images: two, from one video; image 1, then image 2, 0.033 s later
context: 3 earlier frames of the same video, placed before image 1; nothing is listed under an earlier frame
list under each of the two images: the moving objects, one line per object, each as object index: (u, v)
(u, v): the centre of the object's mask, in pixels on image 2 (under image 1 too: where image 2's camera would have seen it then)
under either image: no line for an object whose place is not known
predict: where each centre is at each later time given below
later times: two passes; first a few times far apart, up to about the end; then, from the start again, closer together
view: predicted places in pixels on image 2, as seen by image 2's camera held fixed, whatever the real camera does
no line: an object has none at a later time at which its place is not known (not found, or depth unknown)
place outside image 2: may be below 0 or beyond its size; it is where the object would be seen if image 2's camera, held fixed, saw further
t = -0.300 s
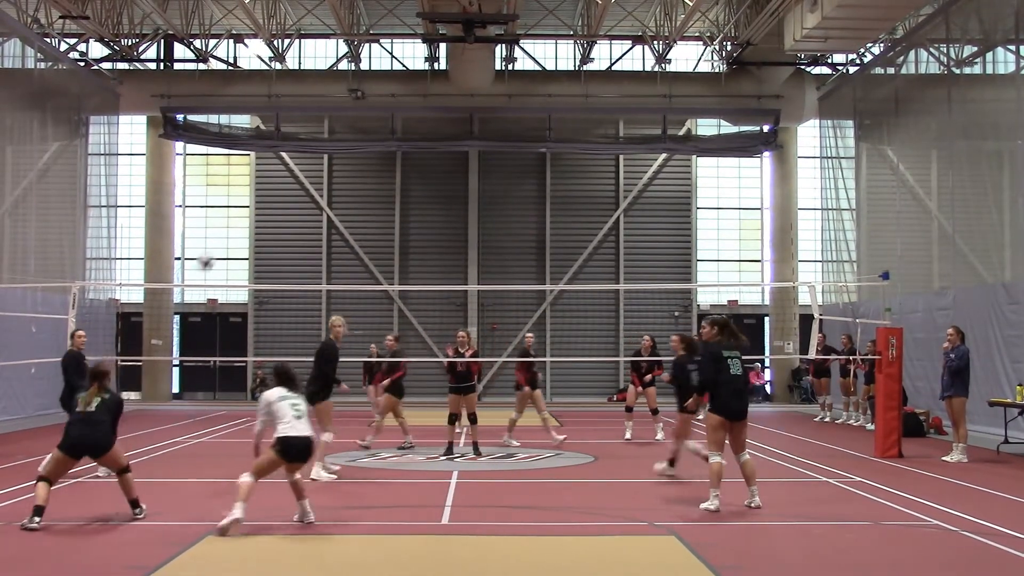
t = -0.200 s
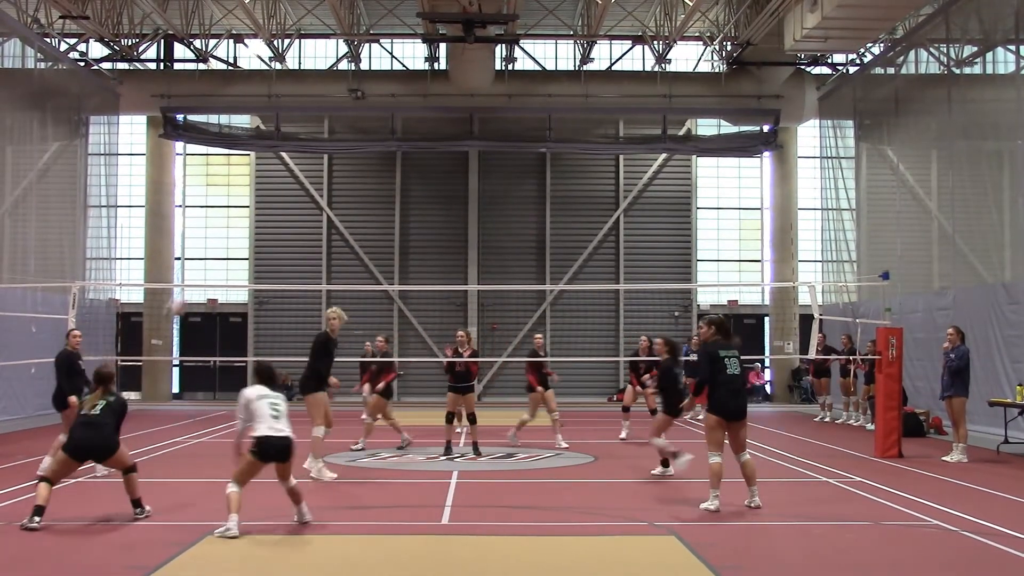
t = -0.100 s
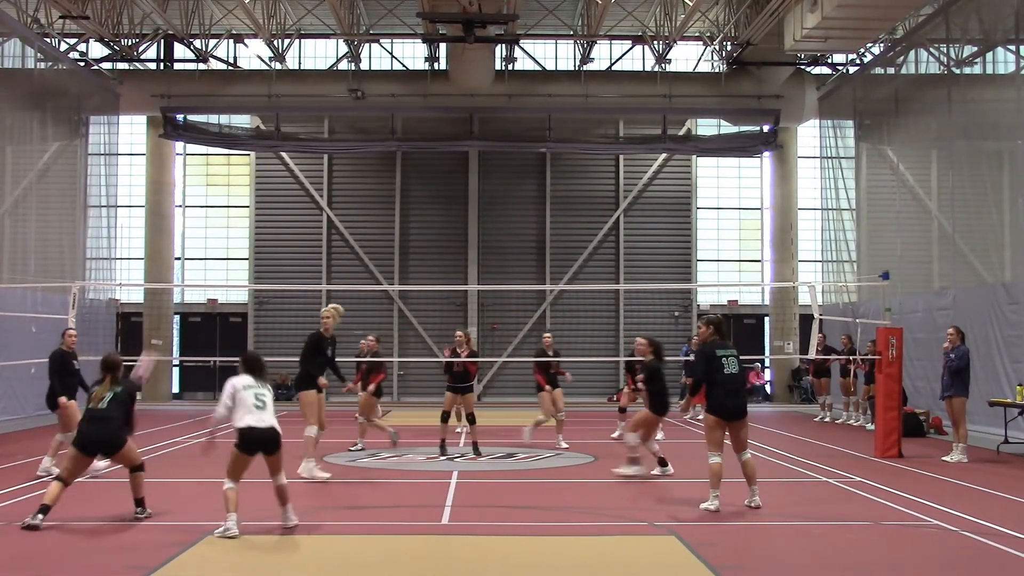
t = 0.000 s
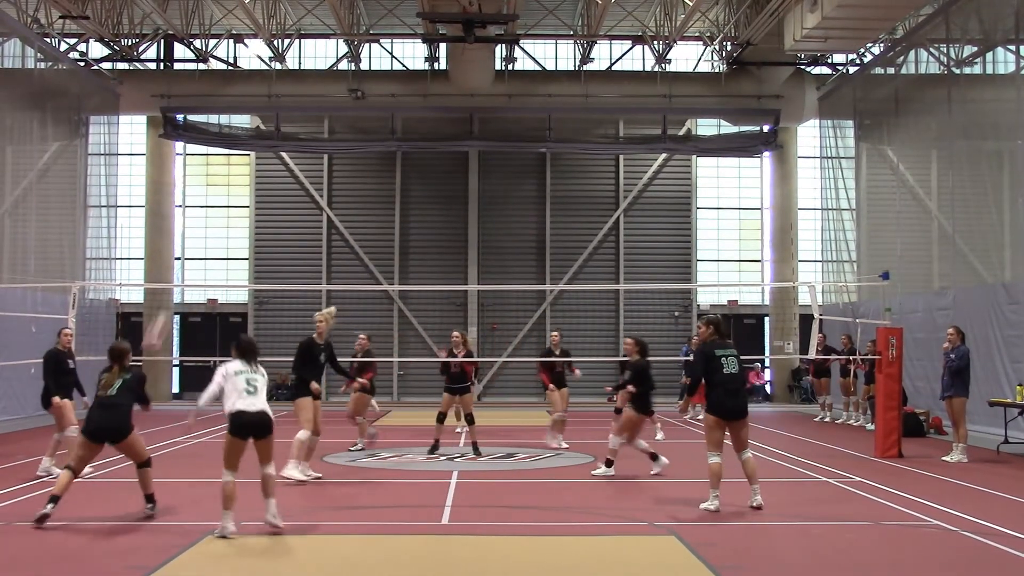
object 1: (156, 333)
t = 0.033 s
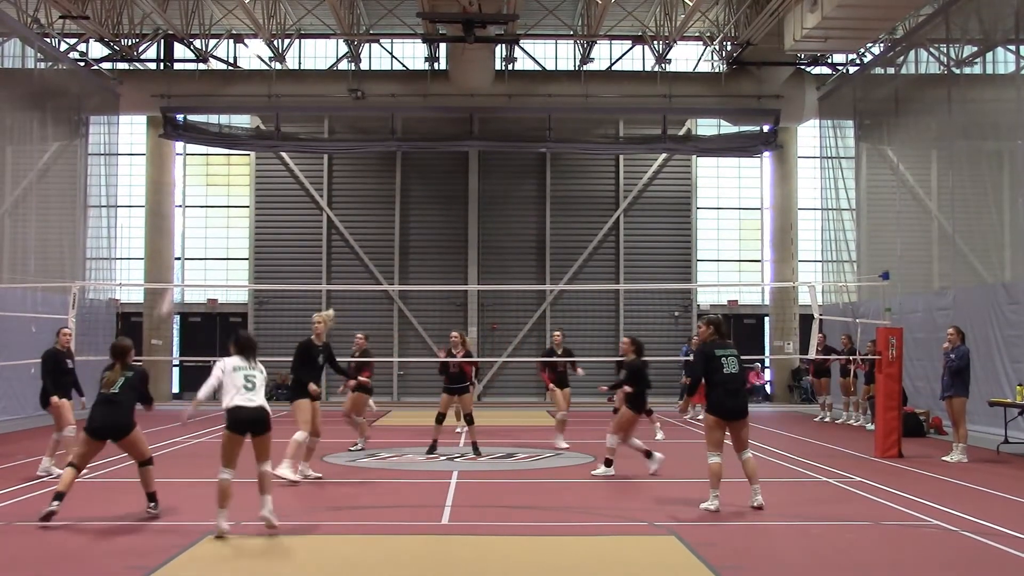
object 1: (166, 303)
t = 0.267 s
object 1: (251, 140)
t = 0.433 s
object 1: (300, 75)
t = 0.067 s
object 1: (184, 275)
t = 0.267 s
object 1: (251, 140)
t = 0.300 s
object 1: (262, 124)
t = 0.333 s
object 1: (272, 107)
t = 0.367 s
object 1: (283, 94)
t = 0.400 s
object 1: (291, 83)
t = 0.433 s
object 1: (300, 75)
